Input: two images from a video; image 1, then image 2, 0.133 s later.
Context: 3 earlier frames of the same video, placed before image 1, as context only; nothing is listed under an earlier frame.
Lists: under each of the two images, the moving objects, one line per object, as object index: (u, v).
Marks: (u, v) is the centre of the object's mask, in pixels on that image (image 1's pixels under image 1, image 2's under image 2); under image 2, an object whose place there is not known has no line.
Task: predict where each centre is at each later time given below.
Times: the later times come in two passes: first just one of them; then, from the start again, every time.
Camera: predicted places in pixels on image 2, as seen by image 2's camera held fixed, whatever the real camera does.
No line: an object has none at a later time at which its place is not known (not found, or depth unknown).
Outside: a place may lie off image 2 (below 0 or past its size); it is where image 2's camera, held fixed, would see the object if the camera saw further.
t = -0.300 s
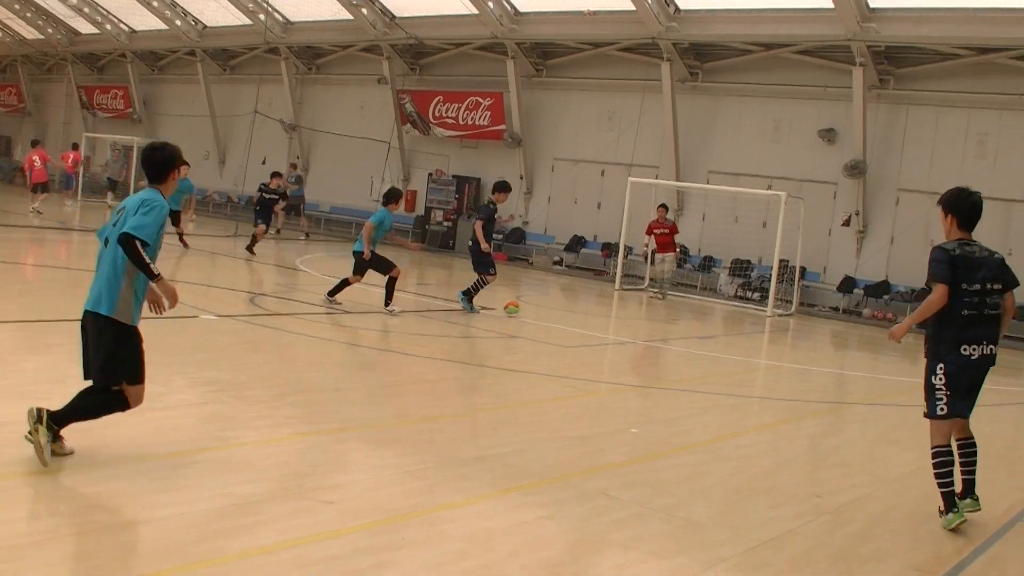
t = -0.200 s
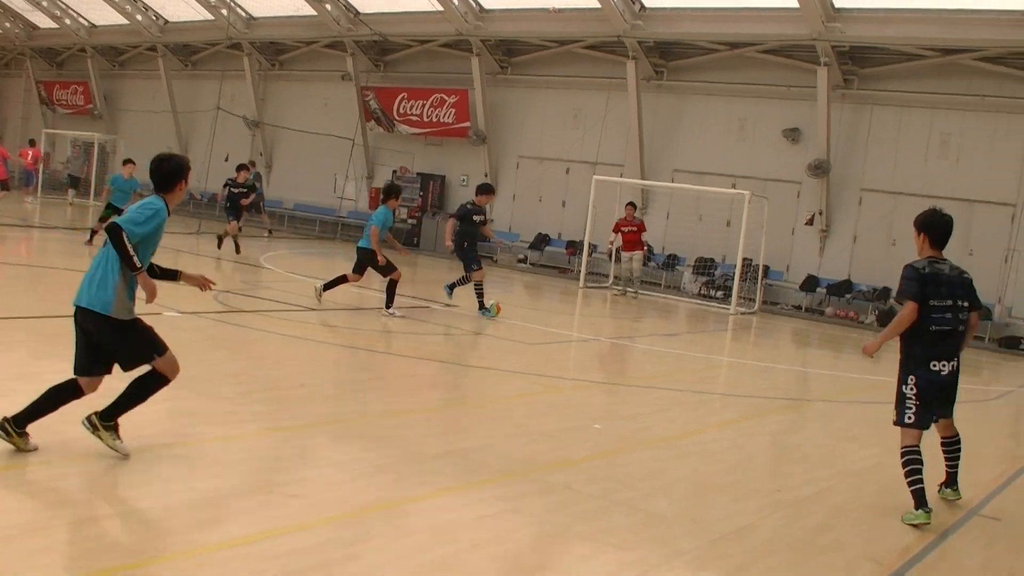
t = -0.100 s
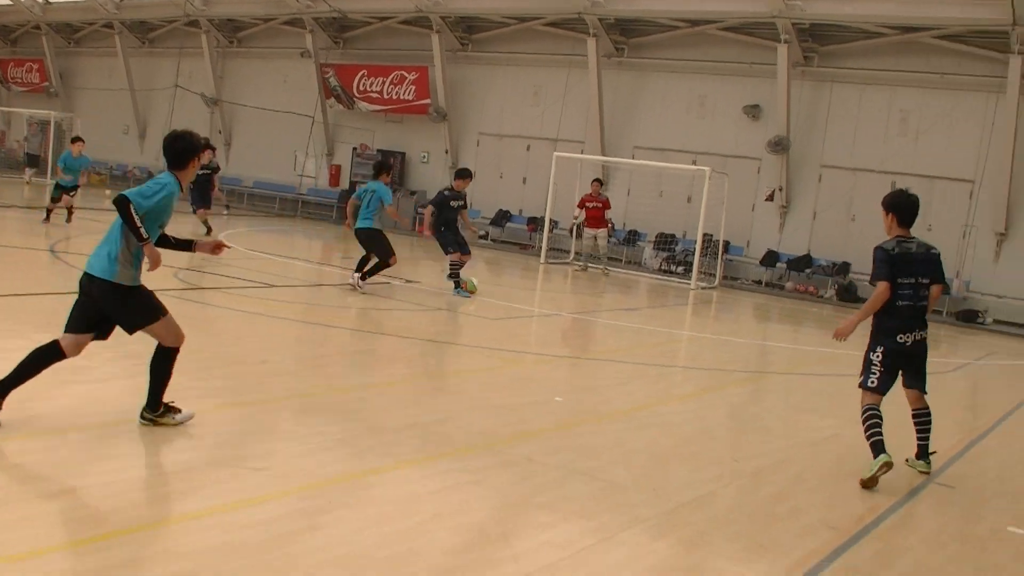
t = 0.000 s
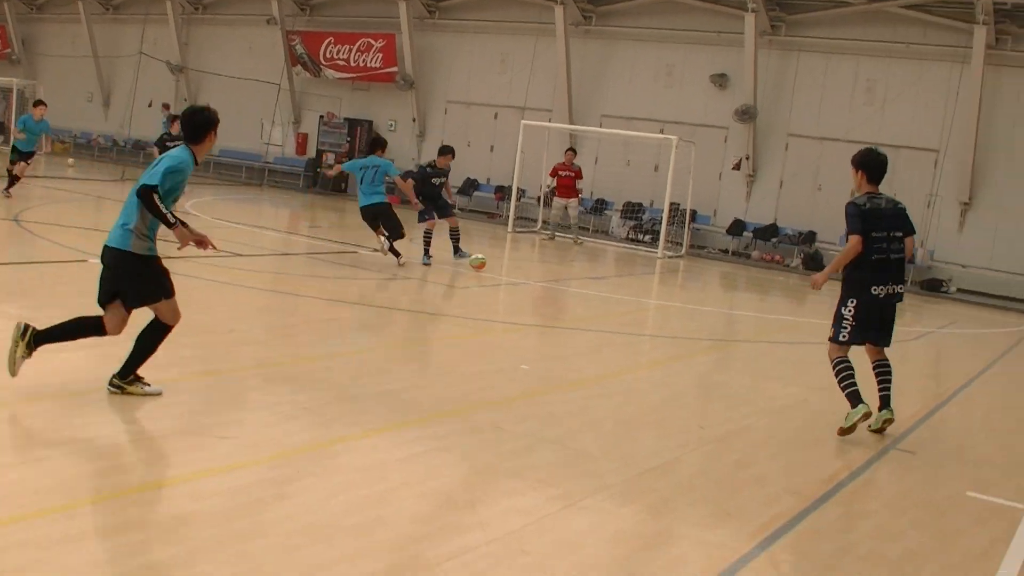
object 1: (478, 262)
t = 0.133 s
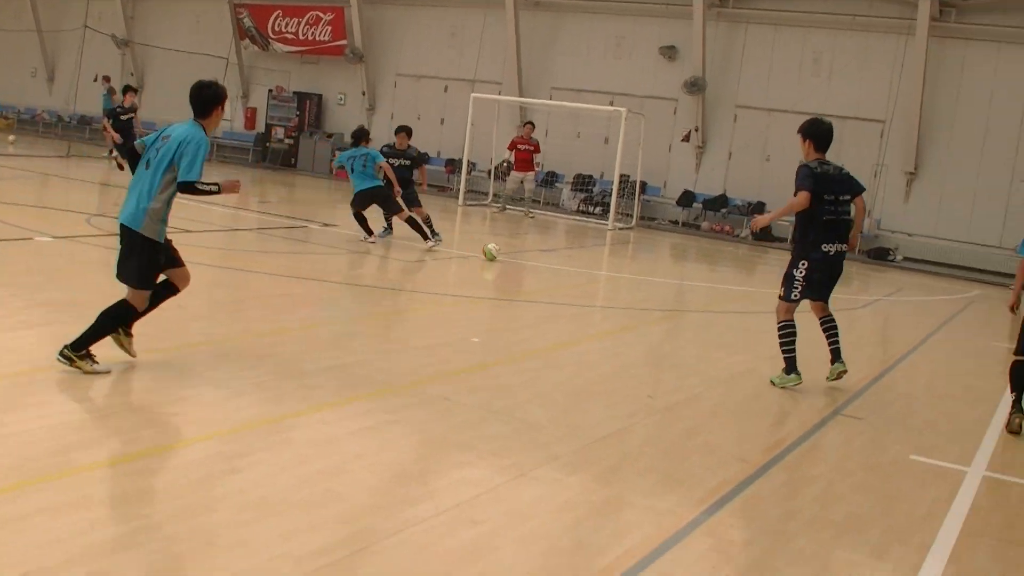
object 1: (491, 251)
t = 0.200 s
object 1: (518, 258)
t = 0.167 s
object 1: (504, 255)
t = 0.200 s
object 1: (518, 258)
